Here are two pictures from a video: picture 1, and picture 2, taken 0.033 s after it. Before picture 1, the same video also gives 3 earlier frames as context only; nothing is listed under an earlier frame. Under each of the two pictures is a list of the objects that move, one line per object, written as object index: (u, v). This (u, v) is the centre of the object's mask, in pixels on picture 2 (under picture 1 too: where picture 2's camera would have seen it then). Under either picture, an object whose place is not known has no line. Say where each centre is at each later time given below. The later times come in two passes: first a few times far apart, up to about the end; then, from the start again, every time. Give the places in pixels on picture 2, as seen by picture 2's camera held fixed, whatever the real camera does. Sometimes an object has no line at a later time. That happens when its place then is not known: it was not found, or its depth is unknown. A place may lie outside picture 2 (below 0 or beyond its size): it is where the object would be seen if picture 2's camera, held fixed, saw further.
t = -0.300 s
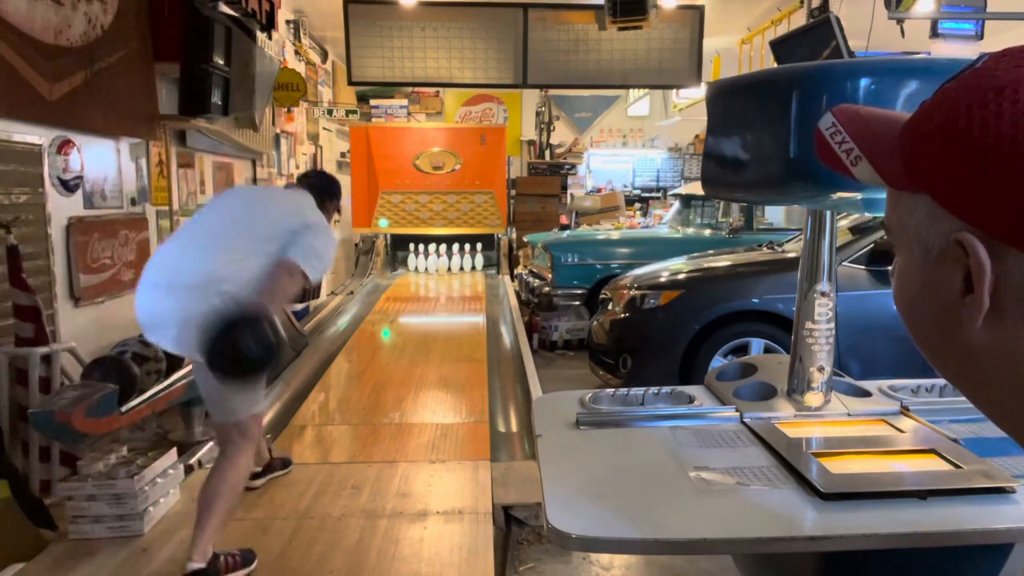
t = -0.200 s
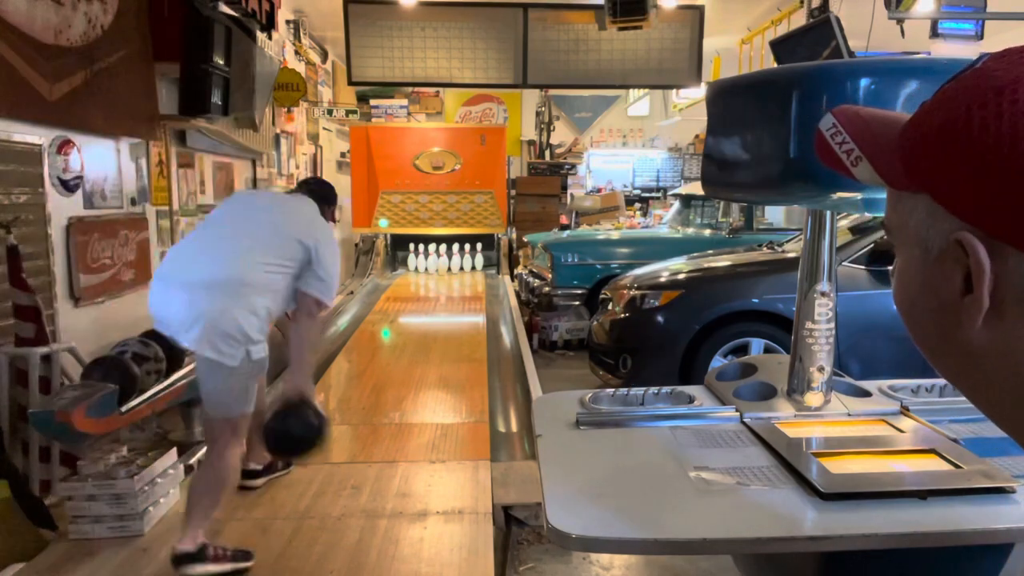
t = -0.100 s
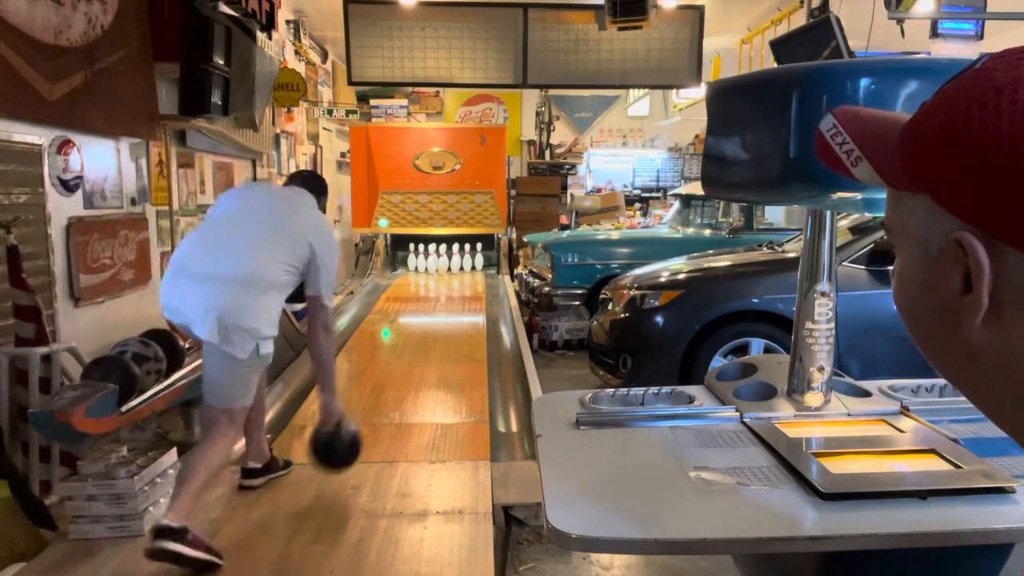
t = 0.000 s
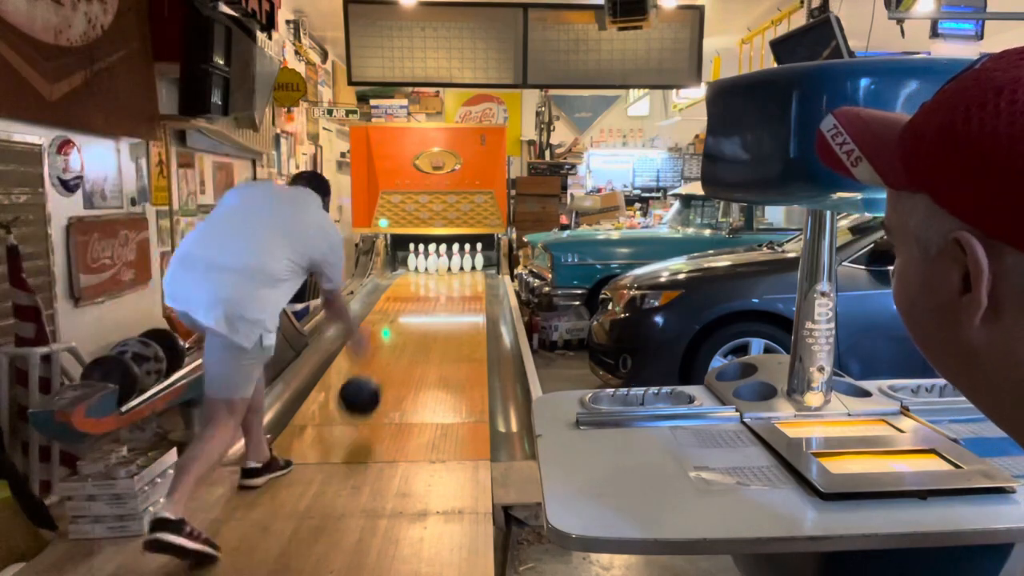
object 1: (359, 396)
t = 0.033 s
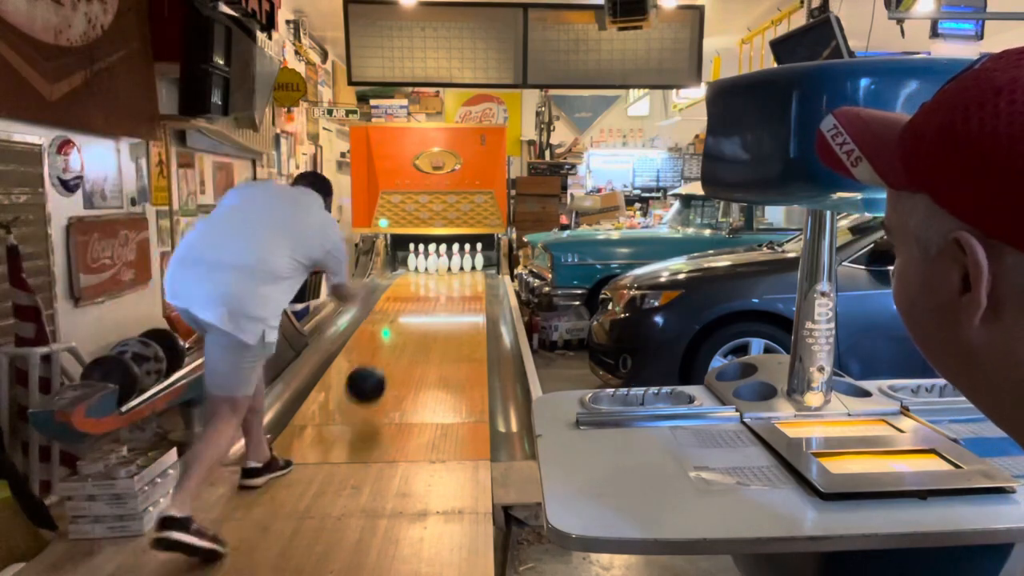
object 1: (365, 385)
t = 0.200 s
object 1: (387, 341)
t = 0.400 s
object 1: (402, 302)
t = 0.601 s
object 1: (412, 280)
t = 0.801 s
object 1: (420, 268)
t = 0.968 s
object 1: (412, 262)
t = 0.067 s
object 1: (370, 377)
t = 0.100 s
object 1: (375, 370)
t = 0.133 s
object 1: (380, 359)
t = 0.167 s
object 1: (384, 350)
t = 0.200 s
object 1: (387, 341)
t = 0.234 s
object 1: (390, 333)
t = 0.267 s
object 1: (393, 325)
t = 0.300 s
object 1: (395, 319)
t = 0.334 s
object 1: (398, 313)
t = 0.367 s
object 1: (400, 307)
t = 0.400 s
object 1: (402, 302)
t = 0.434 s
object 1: (404, 298)
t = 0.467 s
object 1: (406, 293)
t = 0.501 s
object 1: (408, 290)
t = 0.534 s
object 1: (409, 286)
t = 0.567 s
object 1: (411, 283)
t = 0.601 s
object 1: (412, 280)
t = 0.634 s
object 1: (414, 278)
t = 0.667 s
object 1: (414, 276)
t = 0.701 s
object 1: (416, 273)
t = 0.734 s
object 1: (417, 271)
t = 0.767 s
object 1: (419, 270)
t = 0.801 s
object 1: (420, 268)
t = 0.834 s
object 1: (420, 267)
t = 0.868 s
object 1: (419, 266)
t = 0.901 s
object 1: (419, 265)
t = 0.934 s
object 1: (415, 263)
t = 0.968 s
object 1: (412, 262)
